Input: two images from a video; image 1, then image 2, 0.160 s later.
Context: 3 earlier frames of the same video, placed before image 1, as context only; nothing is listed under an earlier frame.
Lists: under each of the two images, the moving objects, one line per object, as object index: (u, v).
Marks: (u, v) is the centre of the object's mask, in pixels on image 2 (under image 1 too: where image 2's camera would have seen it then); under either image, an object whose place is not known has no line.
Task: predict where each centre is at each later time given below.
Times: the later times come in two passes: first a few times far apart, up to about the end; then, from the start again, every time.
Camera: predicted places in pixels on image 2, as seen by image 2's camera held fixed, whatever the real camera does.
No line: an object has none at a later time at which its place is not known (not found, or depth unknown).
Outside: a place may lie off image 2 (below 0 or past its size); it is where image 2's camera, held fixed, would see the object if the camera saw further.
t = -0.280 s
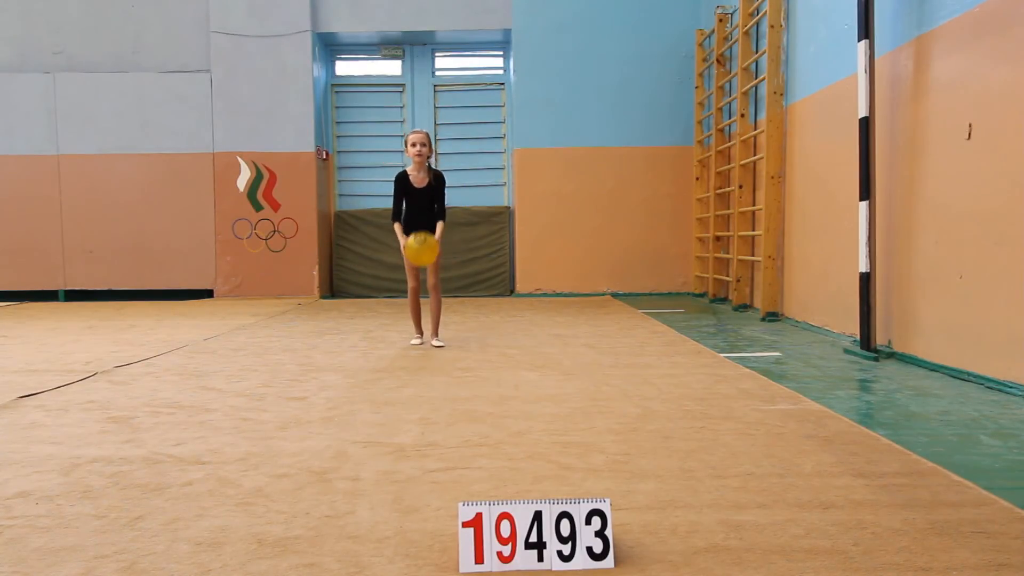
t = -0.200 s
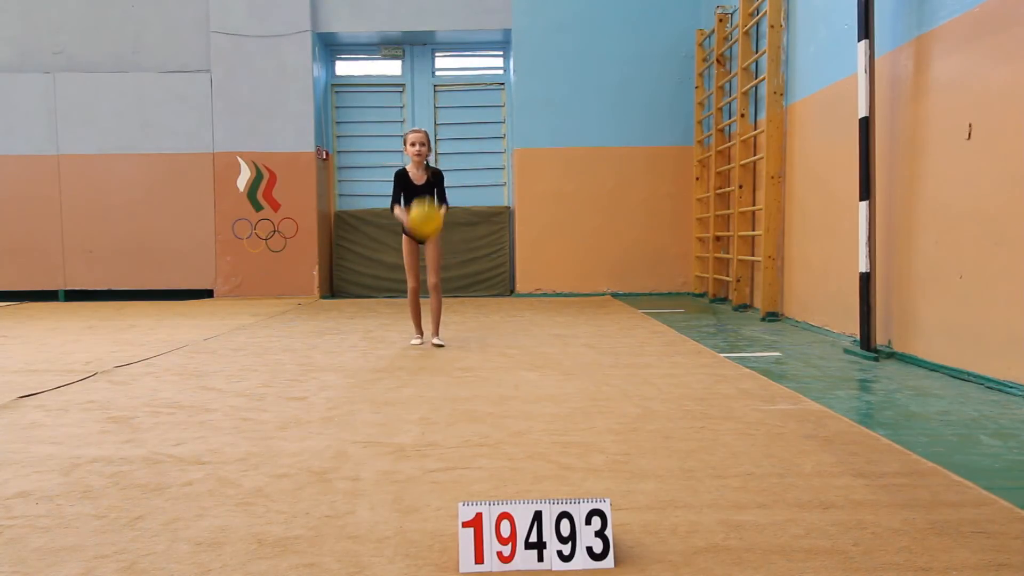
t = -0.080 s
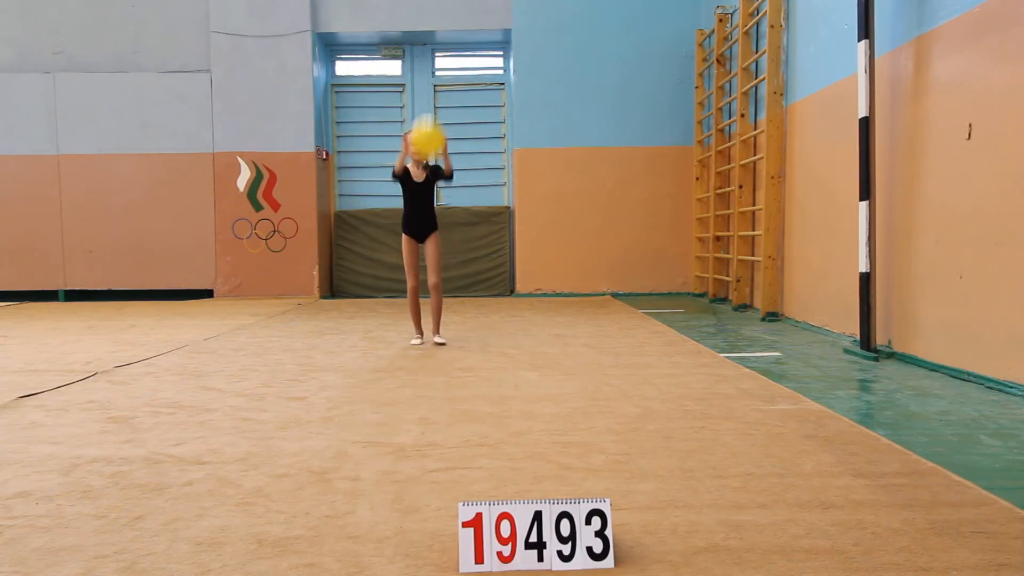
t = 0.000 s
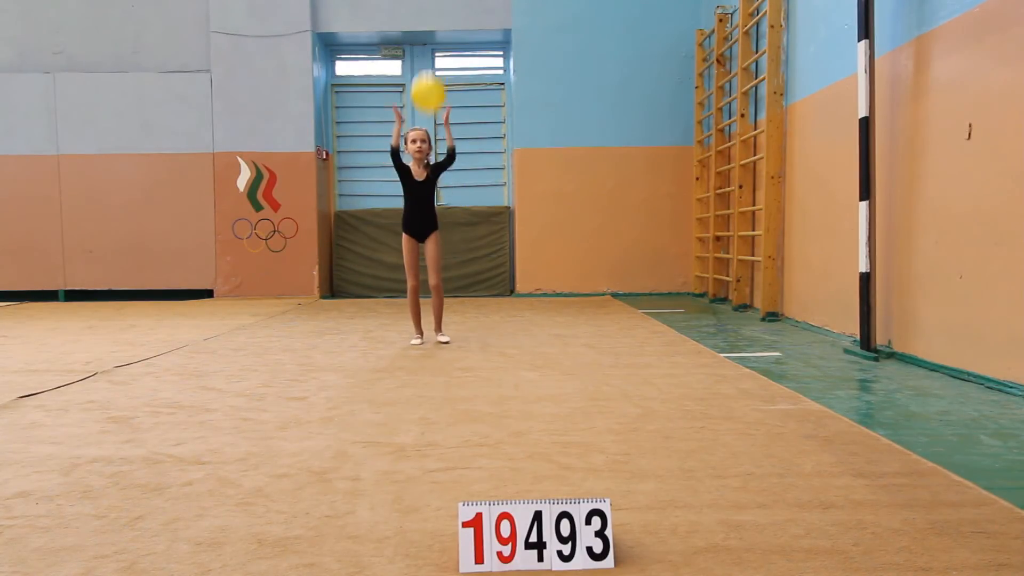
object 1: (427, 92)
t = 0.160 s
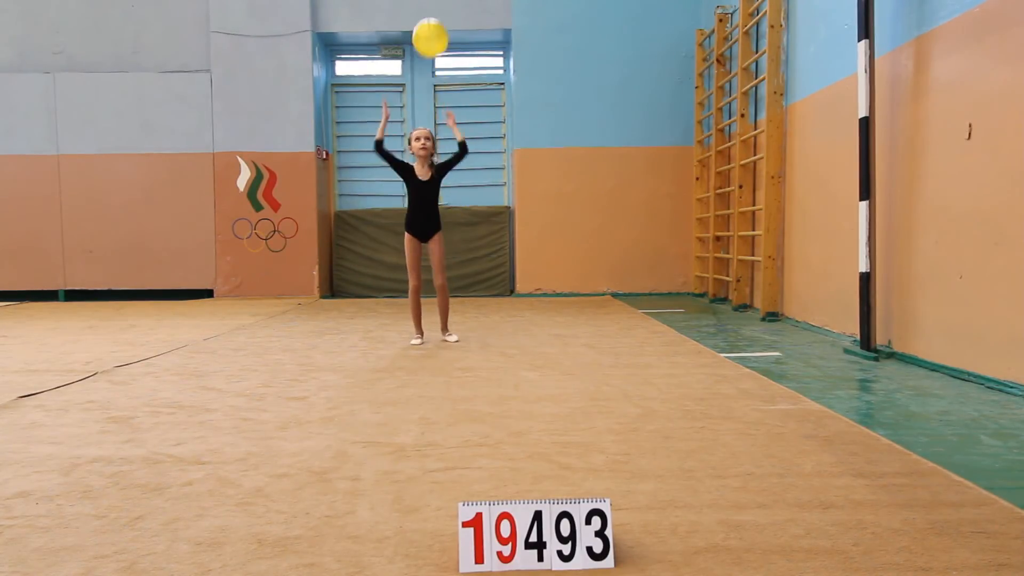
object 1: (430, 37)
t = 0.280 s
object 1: (432, 29)
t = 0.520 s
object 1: (437, 93)
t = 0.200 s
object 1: (431, 32)
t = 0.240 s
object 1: (431, 29)
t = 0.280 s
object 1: (432, 29)
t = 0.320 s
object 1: (433, 32)
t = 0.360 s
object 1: (433, 37)
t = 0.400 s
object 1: (434, 45)
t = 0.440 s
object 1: (435, 58)
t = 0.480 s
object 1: (435, 75)
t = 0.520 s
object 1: (437, 93)
